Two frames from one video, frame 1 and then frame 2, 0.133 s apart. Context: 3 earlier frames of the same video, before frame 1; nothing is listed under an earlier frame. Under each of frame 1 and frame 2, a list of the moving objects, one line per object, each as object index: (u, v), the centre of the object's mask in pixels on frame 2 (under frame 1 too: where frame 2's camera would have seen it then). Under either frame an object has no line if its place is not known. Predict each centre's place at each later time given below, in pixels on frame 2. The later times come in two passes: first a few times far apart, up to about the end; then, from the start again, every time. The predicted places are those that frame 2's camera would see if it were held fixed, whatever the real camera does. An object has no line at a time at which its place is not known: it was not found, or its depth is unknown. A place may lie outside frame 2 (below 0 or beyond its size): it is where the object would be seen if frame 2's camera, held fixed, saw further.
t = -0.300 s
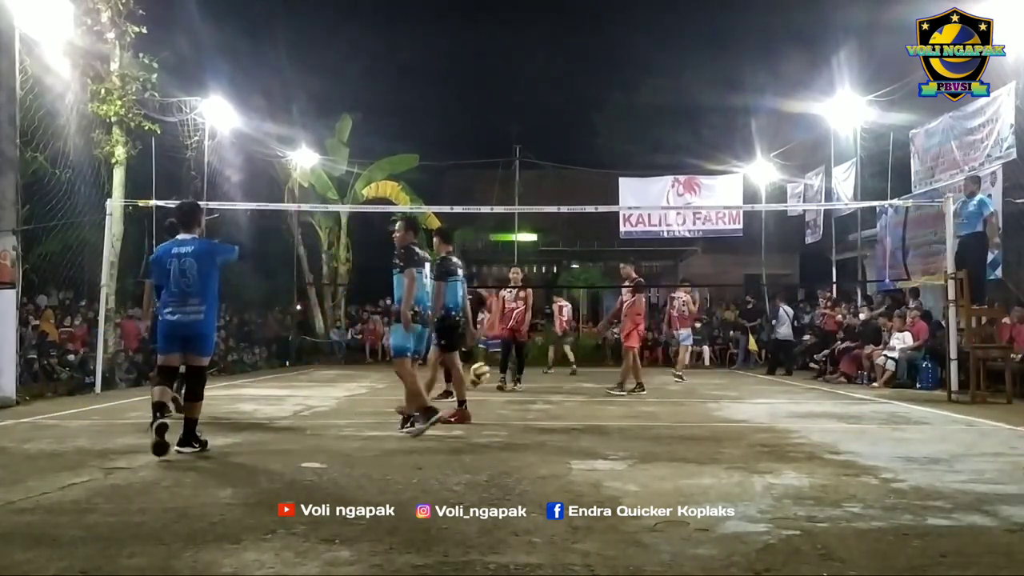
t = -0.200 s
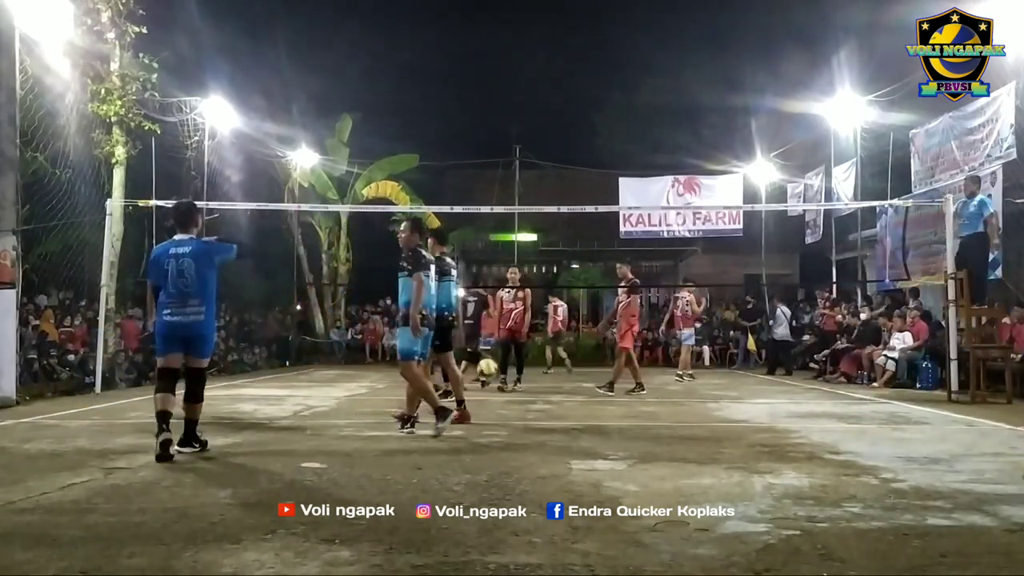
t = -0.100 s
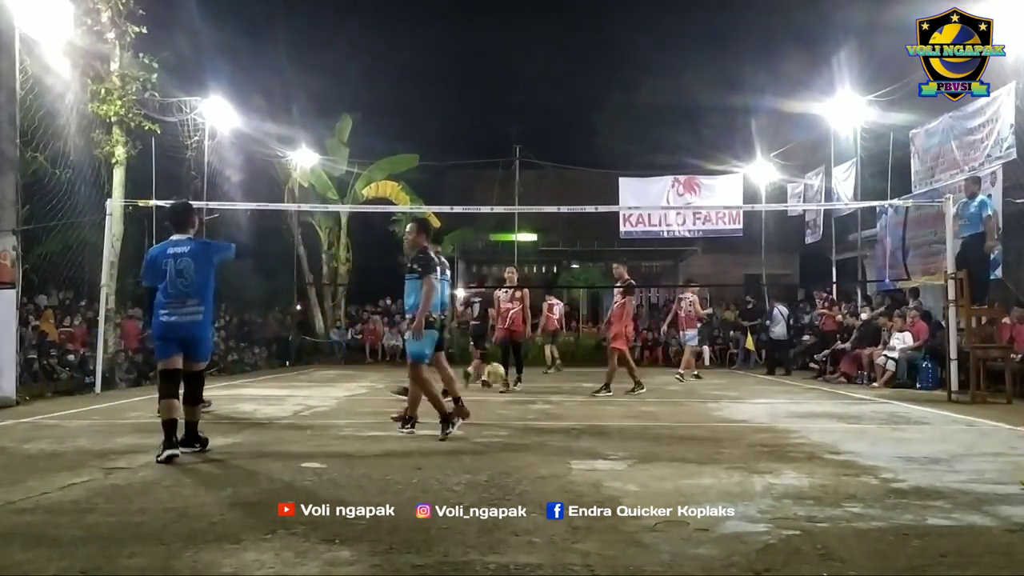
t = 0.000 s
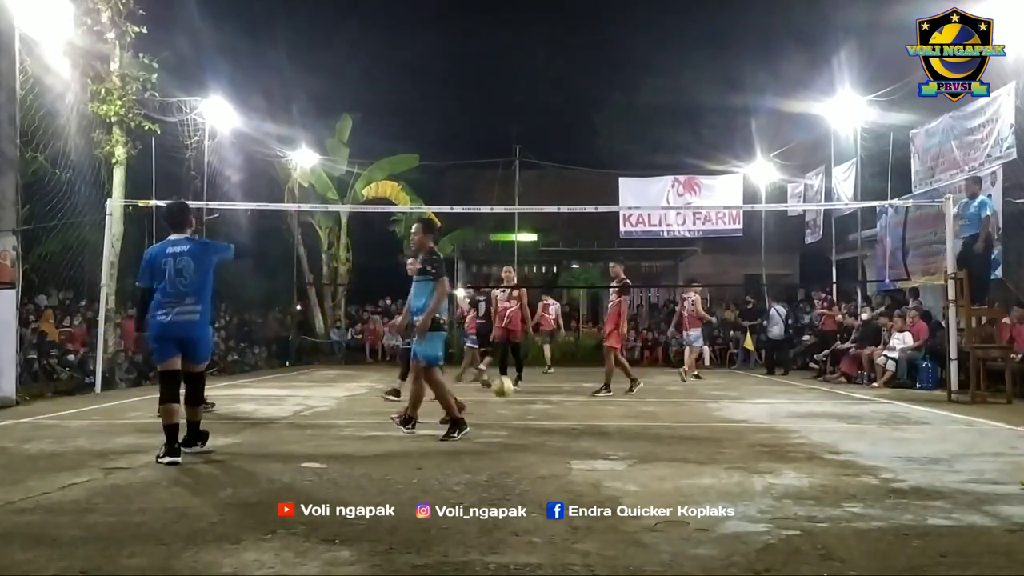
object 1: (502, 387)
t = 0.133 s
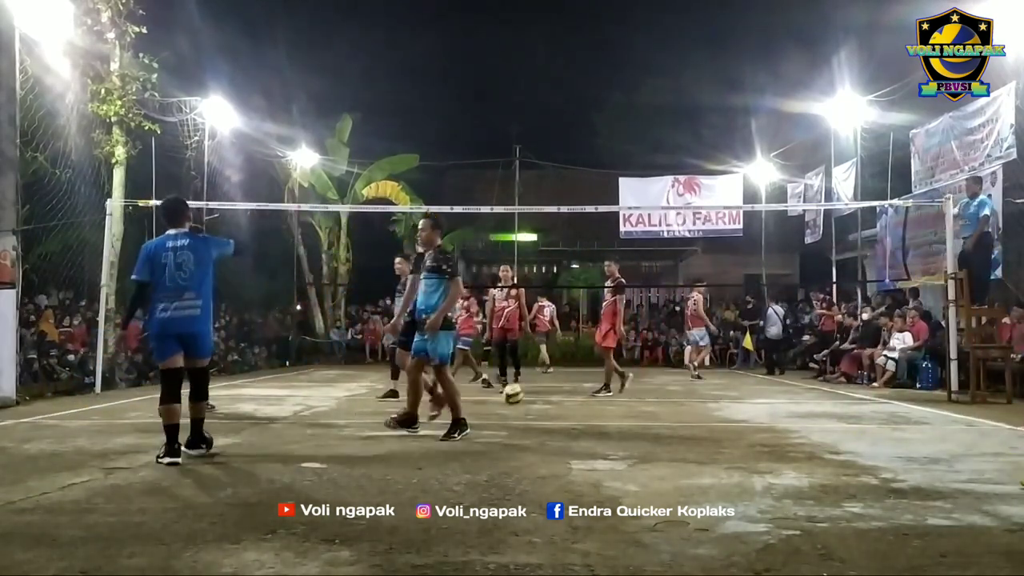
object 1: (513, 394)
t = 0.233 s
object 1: (521, 383)
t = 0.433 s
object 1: (536, 389)
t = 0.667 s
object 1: (556, 395)
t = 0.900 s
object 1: (578, 408)
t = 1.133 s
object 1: (600, 403)
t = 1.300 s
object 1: (617, 418)
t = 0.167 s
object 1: (515, 388)
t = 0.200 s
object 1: (518, 386)
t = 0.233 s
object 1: (521, 383)
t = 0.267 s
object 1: (523, 382)
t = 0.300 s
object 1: (527, 380)
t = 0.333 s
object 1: (529, 381)
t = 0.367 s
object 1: (531, 383)
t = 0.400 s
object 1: (534, 386)
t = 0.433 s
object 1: (536, 389)
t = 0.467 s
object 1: (538, 394)
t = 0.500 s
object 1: (541, 400)
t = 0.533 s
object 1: (544, 407)
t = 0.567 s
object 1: (548, 406)
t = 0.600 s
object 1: (550, 402)
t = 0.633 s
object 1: (553, 398)
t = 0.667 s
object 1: (556, 395)
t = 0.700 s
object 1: (559, 393)
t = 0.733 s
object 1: (562, 393)
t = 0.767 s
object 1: (564, 394)
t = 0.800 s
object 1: (567, 396)
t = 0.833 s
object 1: (570, 399)
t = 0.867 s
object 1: (573, 402)
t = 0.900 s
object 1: (578, 408)
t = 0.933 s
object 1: (580, 414)
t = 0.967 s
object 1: (583, 411)
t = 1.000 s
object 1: (586, 408)
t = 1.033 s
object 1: (589, 405)
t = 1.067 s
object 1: (594, 404)
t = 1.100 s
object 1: (597, 403)
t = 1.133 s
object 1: (600, 403)
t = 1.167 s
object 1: (603, 406)
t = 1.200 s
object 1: (607, 409)
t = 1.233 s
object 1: (610, 414)
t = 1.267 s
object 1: (613, 420)
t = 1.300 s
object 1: (617, 418)
